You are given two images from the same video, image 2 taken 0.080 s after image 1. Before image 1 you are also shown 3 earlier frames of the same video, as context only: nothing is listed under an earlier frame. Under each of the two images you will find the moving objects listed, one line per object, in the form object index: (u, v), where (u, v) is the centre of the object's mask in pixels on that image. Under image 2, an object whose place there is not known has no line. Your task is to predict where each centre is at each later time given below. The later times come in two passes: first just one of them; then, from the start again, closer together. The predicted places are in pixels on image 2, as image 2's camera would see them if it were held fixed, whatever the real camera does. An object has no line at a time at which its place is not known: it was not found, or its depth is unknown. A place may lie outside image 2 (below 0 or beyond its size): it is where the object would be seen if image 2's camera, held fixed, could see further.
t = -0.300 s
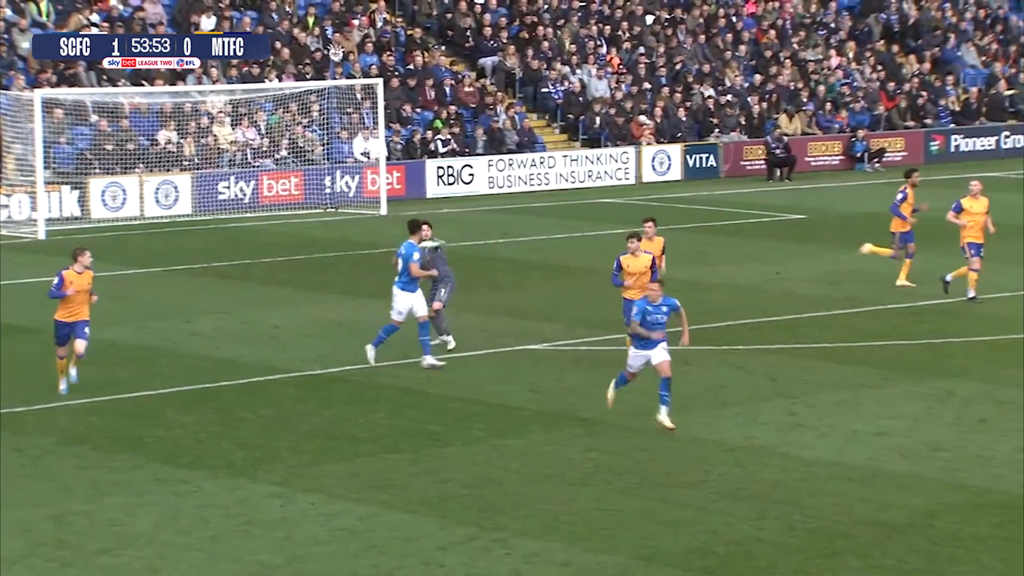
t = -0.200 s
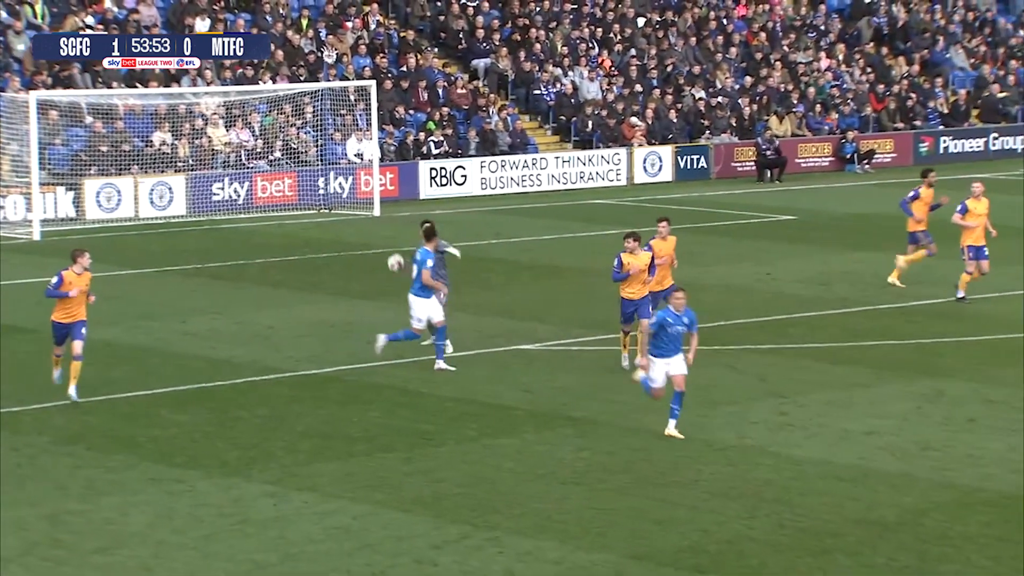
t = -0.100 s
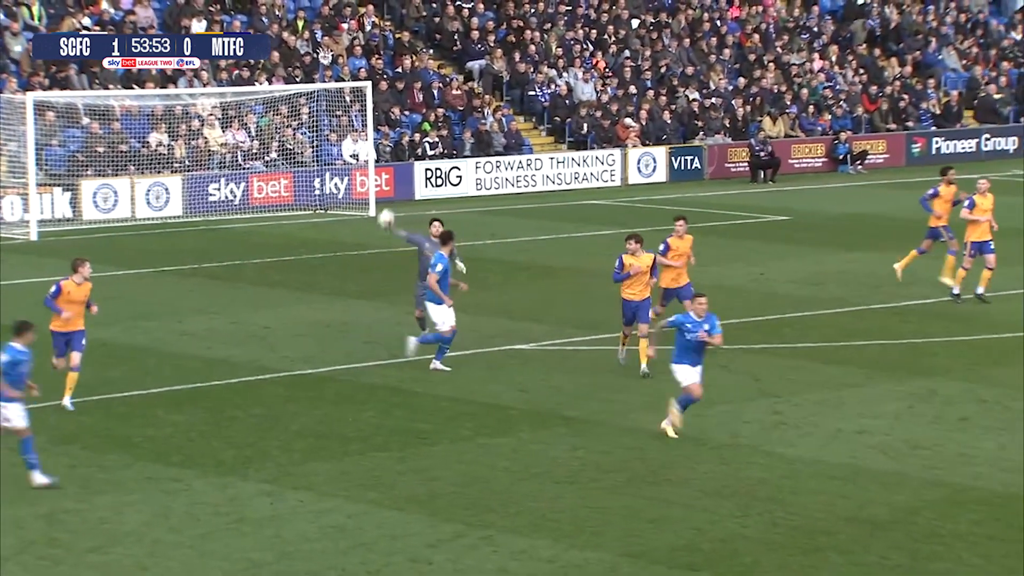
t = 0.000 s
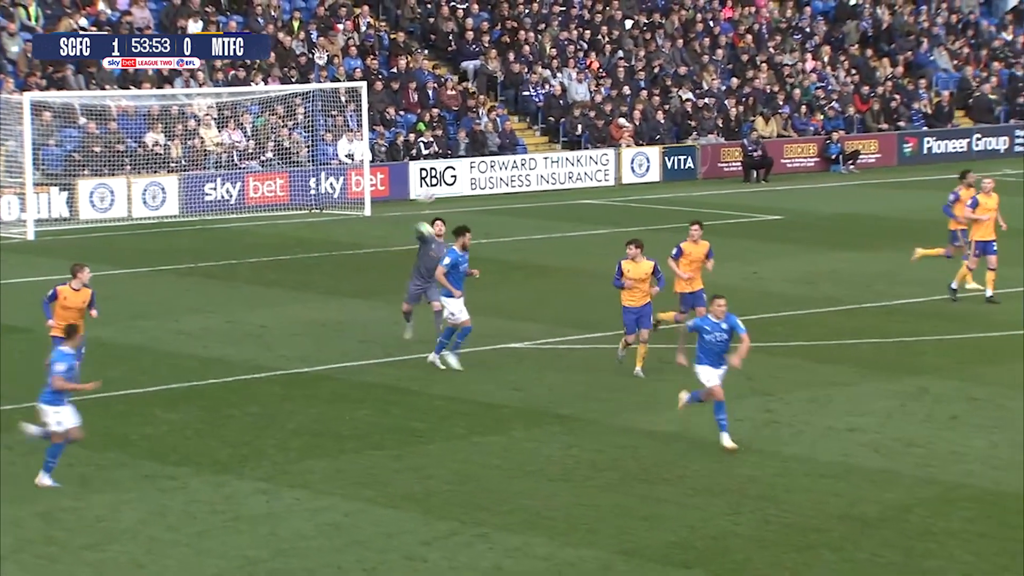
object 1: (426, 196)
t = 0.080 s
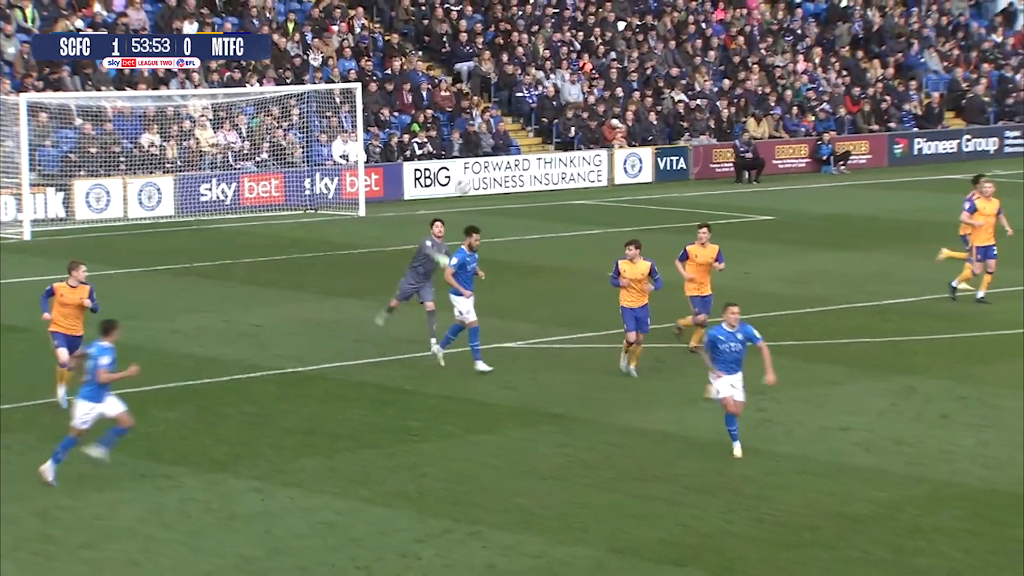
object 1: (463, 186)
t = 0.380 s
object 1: (623, 176)
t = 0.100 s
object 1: (473, 185)
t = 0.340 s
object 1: (602, 175)
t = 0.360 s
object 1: (612, 177)
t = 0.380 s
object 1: (623, 176)
